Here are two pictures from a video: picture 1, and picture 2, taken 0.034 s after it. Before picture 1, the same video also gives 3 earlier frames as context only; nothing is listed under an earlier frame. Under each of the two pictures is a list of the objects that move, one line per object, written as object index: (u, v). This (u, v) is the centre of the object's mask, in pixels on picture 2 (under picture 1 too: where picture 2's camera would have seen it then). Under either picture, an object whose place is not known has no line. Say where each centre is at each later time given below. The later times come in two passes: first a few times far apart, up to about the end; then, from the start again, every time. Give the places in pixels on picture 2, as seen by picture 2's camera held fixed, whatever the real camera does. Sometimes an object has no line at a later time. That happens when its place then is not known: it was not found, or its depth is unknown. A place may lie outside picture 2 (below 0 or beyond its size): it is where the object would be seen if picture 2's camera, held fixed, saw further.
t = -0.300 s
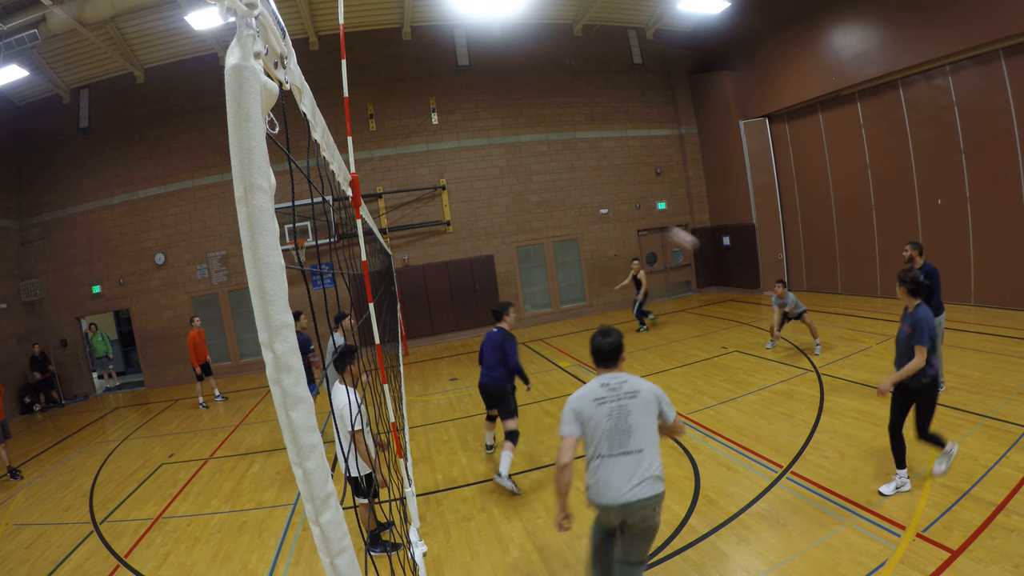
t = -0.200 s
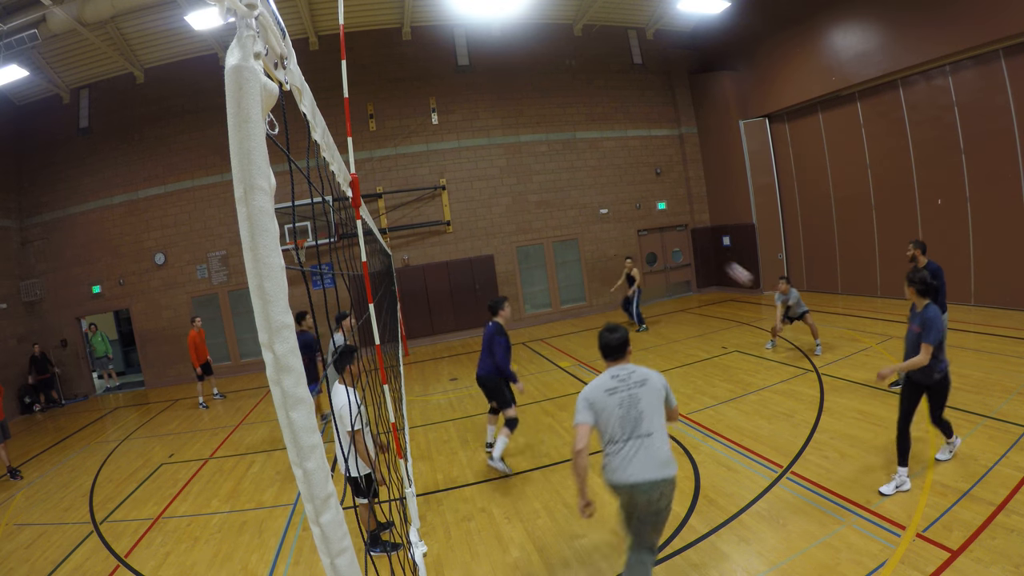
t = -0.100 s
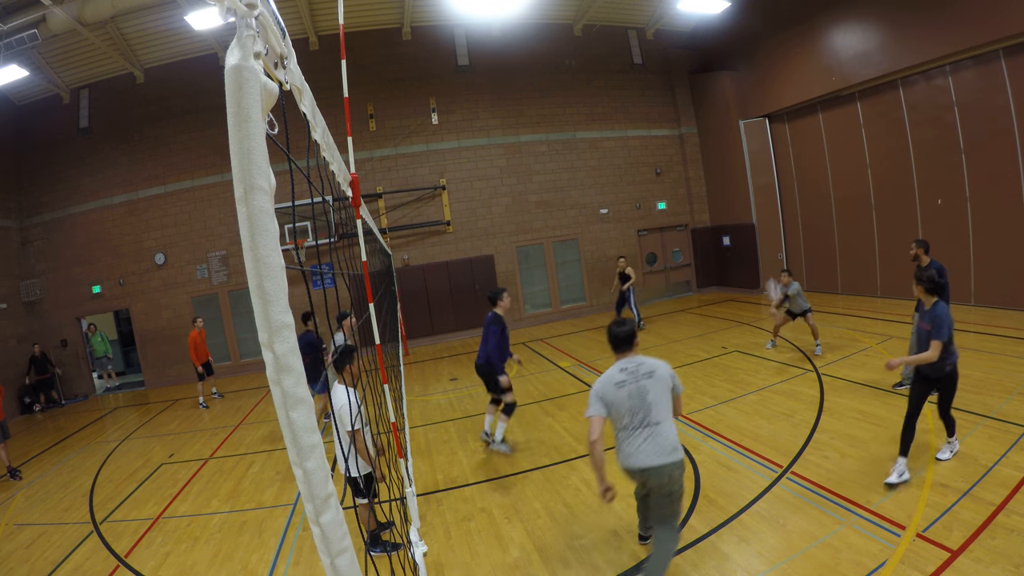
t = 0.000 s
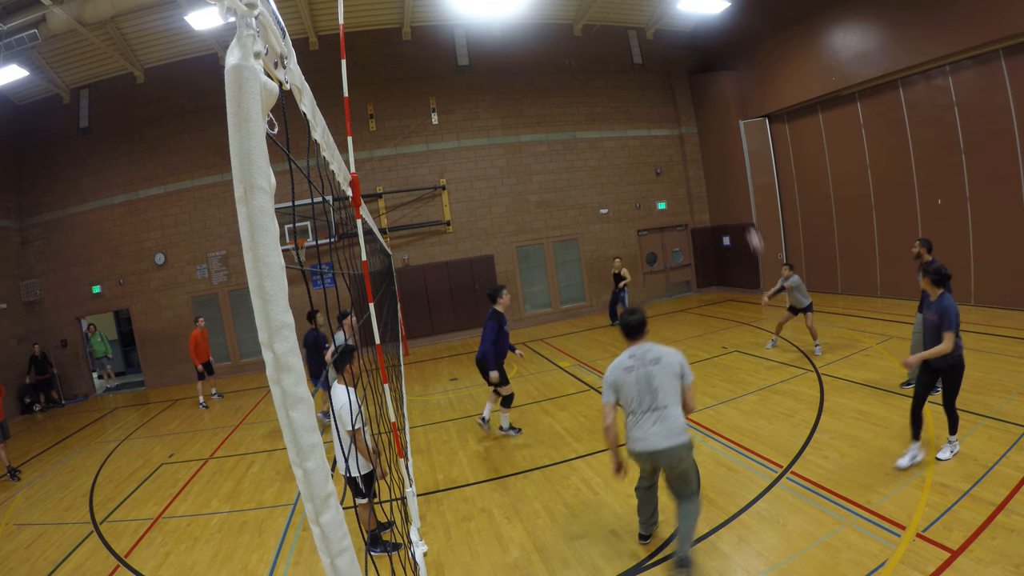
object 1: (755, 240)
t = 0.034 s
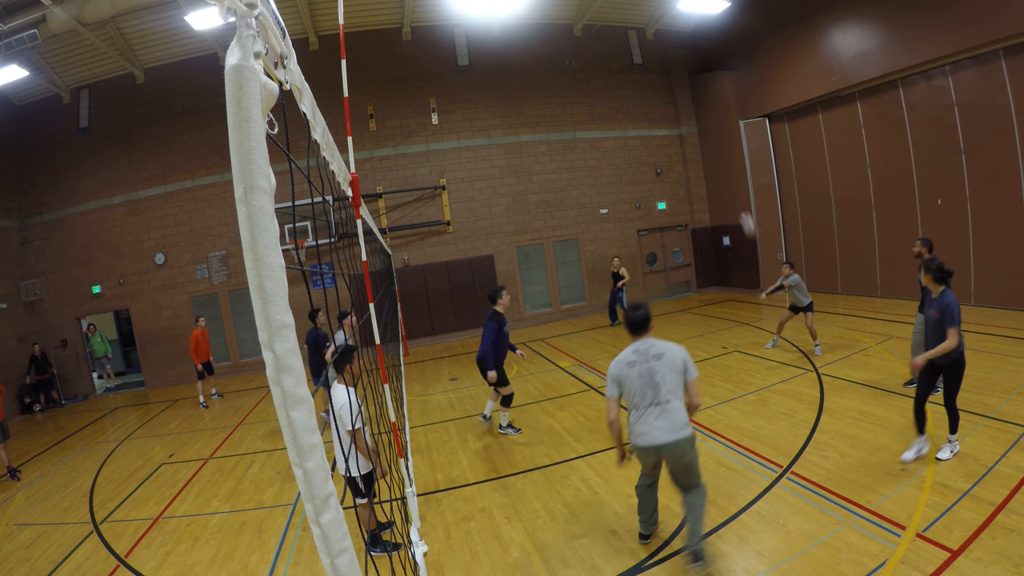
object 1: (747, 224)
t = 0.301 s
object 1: (695, 121)
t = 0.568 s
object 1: (649, 65)
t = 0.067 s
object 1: (742, 208)
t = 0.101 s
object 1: (735, 194)
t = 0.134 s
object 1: (728, 179)
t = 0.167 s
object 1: (721, 166)
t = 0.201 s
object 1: (715, 154)
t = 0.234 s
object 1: (708, 142)
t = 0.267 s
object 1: (702, 131)
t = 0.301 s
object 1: (695, 121)
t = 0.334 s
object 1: (689, 111)
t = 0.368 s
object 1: (683, 102)
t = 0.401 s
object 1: (677, 93)
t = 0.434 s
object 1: (671, 87)
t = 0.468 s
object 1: (665, 80)
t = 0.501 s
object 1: (659, 75)
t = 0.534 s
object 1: (654, 70)
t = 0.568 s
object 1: (649, 65)
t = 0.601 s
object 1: (642, 62)
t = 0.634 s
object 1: (638, 59)
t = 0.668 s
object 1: (633, 57)
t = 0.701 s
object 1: (629, 55)
